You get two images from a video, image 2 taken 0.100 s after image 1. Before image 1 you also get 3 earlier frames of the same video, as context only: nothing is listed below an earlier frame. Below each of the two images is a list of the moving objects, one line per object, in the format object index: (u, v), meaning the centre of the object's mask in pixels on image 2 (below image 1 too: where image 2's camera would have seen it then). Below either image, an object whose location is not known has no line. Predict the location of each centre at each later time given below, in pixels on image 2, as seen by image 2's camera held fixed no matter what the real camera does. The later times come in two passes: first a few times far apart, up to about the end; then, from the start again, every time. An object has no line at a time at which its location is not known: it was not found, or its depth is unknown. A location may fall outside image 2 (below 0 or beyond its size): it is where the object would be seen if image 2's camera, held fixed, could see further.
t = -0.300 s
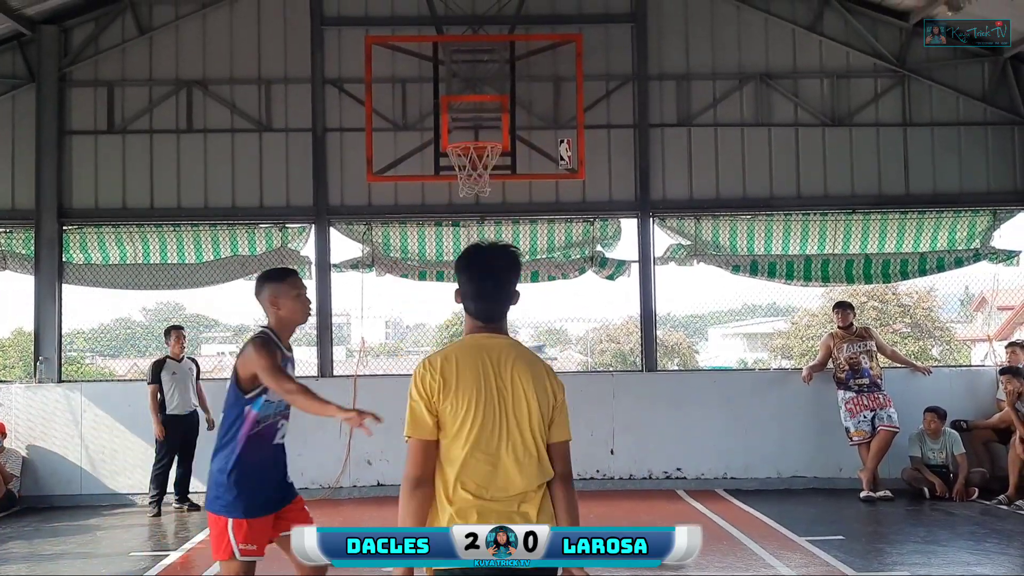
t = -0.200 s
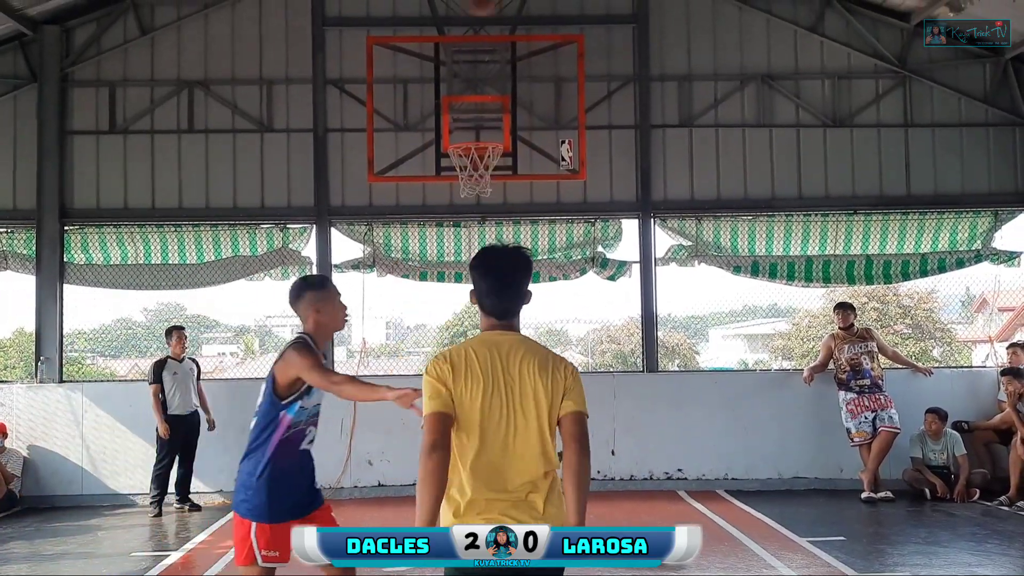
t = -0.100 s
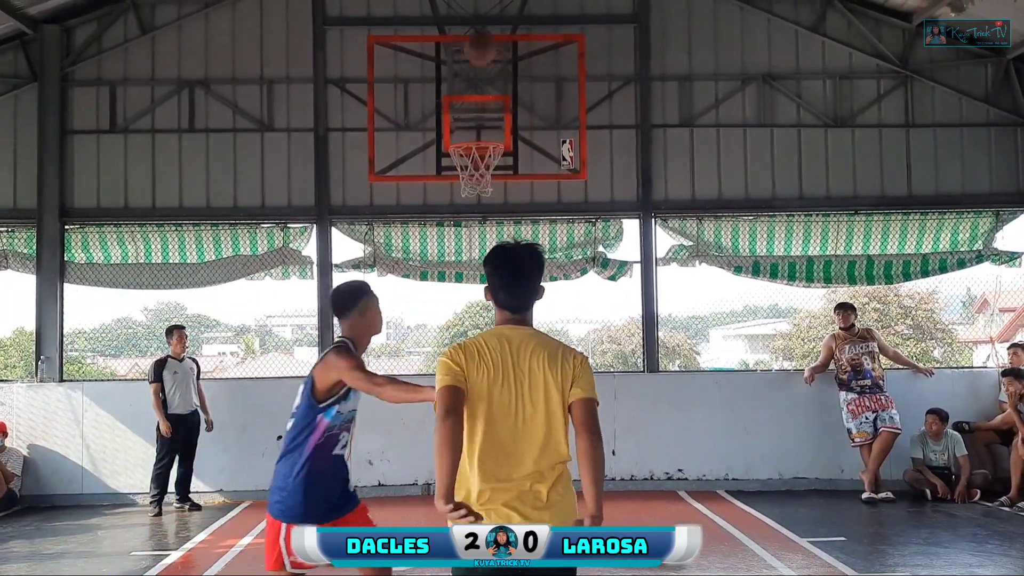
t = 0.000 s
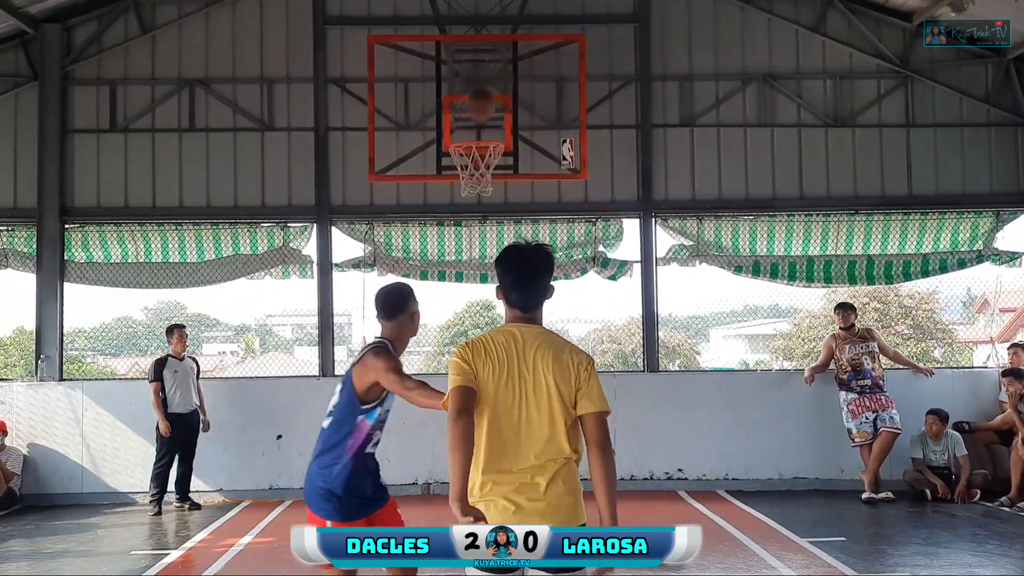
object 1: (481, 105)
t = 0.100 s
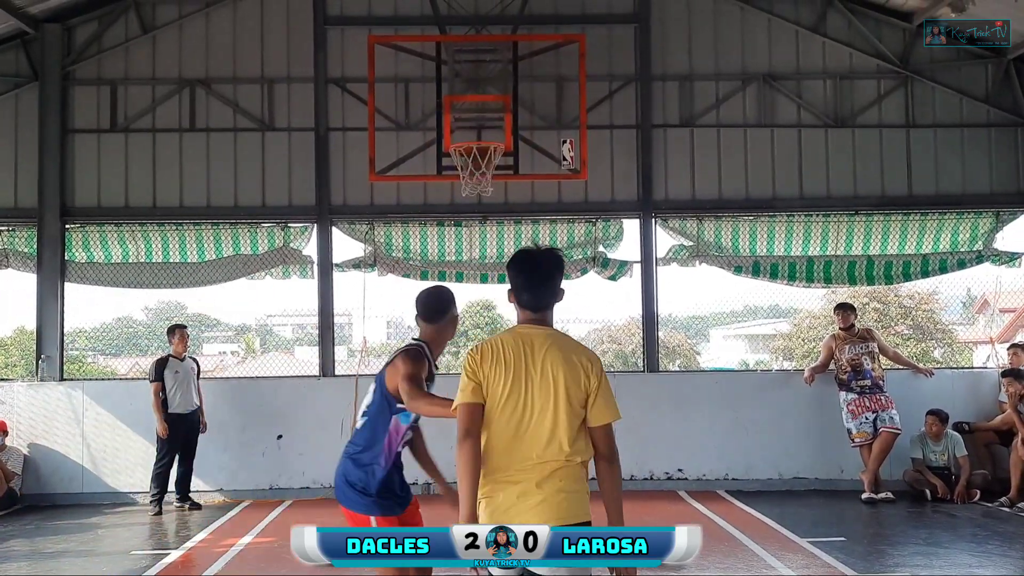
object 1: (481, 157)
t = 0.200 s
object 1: (471, 198)
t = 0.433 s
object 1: (452, 286)
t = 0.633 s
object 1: (437, 424)
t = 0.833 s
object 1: (426, 462)
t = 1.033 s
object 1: (419, 361)
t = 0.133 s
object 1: (479, 165)
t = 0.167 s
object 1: (475, 194)
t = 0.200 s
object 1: (471, 198)
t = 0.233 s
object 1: (466, 204)
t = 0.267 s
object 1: (465, 214)
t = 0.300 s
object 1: (462, 226)
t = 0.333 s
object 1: (459, 239)
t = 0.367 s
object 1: (457, 253)
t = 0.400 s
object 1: (454, 269)
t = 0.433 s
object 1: (452, 286)
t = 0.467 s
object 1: (449, 306)
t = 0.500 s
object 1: (447, 326)
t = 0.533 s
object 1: (444, 348)
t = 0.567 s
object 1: (442, 372)
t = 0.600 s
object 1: (439, 397)
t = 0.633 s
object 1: (437, 424)
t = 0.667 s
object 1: (434, 452)
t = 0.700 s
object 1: (431, 482)
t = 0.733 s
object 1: (429, 514)
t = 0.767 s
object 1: (427, 506)
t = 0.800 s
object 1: (427, 484)
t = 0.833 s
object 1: (426, 462)
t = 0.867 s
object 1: (425, 442)
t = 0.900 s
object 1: (423, 424)
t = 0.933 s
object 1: (422, 406)
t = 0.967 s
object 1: (421, 390)
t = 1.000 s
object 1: (420, 375)
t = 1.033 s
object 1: (419, 361)
